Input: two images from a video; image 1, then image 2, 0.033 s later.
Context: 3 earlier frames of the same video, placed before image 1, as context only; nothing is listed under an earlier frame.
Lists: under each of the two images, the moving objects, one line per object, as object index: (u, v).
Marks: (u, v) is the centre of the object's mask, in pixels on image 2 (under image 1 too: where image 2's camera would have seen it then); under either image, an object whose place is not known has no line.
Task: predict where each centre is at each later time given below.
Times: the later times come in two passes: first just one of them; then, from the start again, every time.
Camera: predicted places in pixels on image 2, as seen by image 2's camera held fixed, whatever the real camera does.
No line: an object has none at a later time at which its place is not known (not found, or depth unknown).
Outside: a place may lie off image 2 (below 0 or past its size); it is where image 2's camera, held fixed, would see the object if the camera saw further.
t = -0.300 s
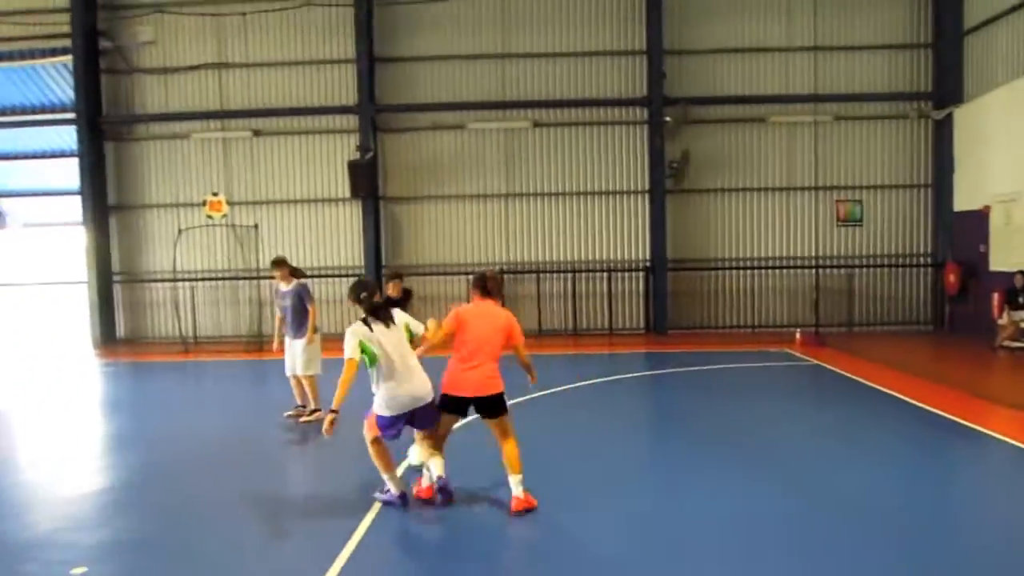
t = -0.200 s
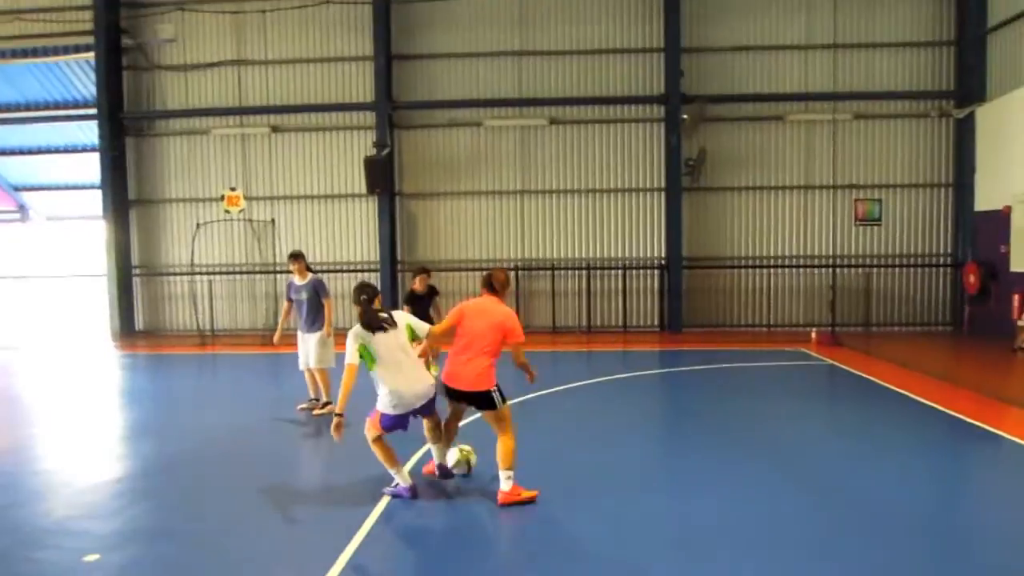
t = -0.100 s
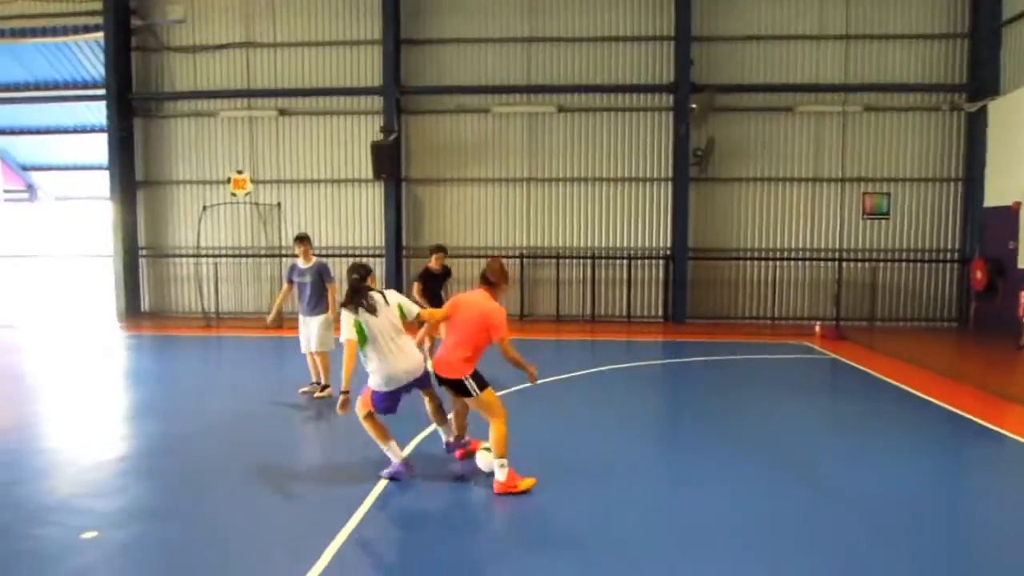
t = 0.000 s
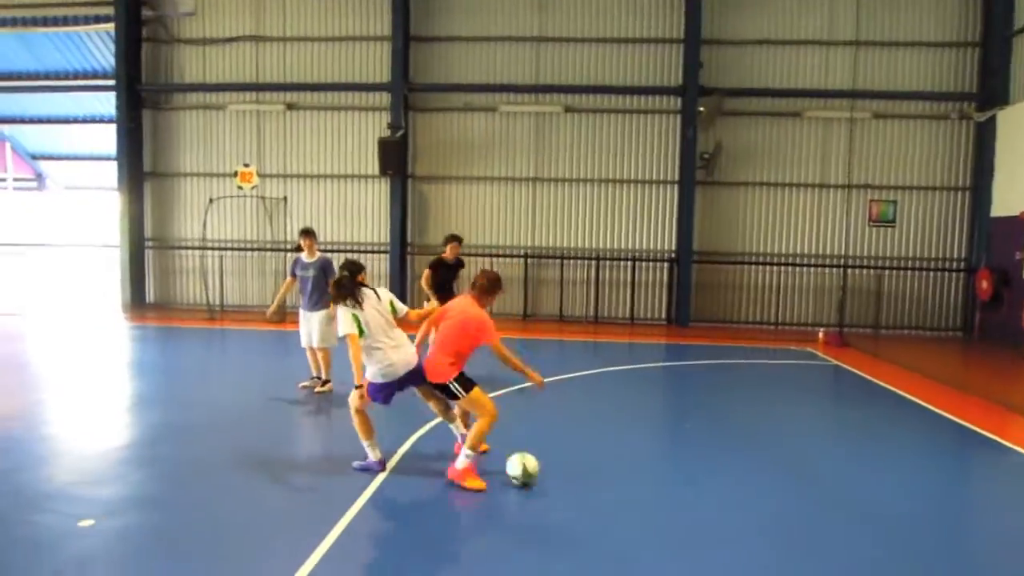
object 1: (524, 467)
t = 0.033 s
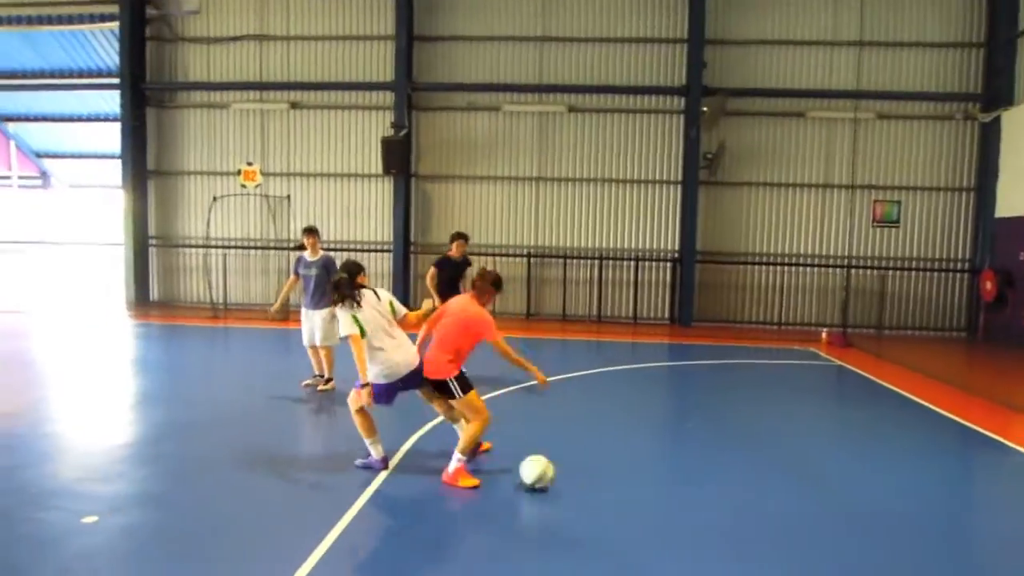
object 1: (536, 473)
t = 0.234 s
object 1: (615, 503)
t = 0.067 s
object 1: (547, 476)
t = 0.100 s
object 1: (559, 483)
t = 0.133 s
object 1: (573, 487)
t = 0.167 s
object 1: (586, 492)
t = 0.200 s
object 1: (601, 499)
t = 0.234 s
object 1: (615, 503)
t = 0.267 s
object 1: (631, 510)
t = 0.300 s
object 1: (648, 516)
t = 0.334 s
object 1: (664, 522)
